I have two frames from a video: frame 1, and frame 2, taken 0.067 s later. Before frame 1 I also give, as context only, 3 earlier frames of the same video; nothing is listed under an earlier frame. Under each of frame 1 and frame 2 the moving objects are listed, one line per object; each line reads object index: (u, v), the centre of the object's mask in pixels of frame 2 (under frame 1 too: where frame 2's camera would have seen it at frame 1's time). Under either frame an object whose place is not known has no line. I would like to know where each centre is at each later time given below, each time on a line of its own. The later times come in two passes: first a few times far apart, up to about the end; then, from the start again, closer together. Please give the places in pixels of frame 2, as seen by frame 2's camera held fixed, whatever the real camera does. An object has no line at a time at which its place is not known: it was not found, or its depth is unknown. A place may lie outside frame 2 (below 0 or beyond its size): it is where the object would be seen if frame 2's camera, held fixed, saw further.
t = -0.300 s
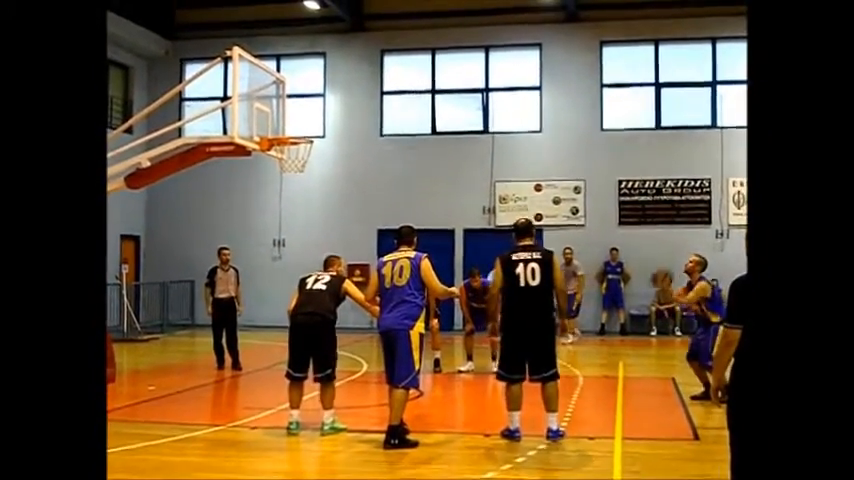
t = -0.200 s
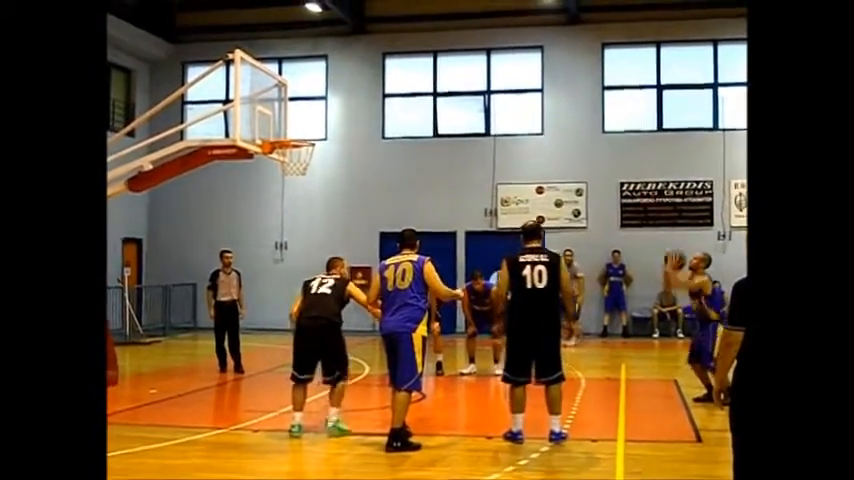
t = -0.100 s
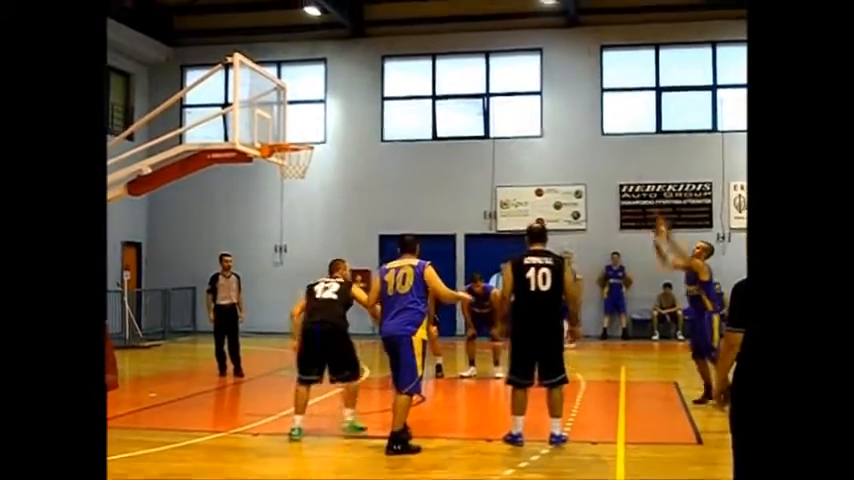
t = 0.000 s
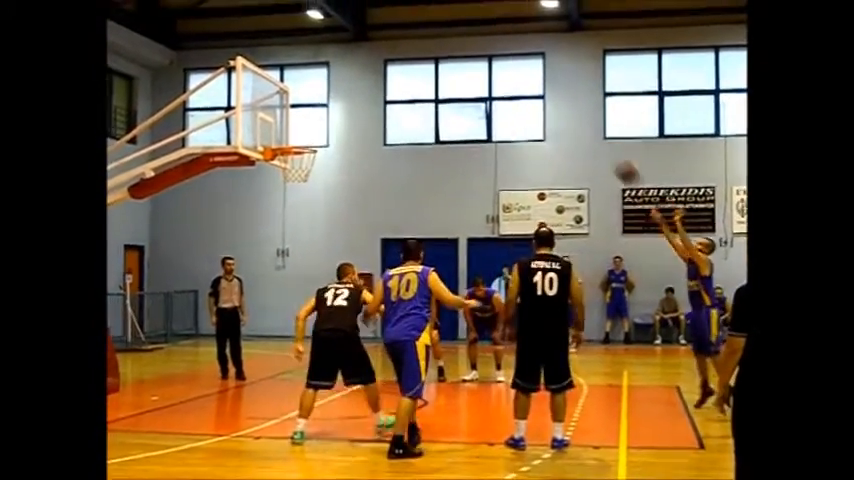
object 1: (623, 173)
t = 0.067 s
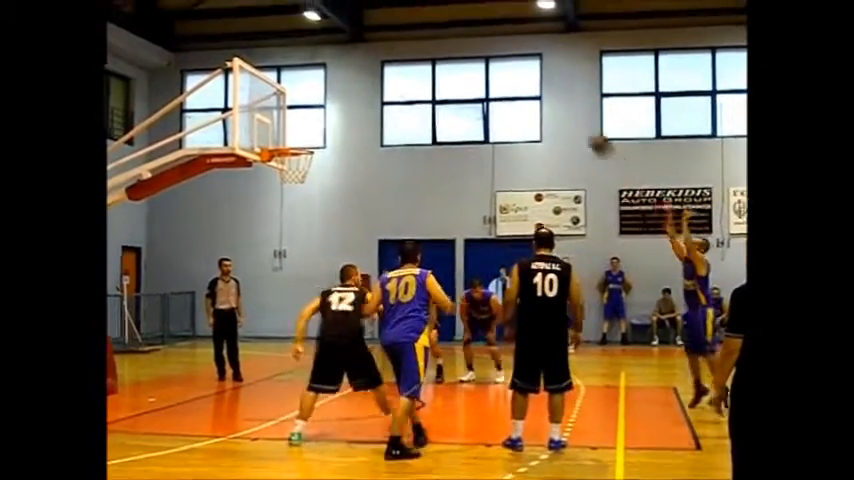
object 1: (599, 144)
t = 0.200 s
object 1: (551, 95)
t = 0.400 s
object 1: (484, 50)
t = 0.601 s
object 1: (420, 42)
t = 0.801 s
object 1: (356, 68)
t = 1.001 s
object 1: (295, 121)
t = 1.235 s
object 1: (321, 93)
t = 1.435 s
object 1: (368, 69)
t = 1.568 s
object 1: (401, 68)
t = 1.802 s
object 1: (456, 105)
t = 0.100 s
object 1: (587, 130)
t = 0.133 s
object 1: (576, 117)
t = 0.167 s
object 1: (563, 106)
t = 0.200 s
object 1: (551, 95)
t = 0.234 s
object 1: (541, 85)
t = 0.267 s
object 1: (528, 76)
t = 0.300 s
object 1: (517, 68)
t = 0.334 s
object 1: (505, 60)
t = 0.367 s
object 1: (495, 55)
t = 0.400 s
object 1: (484, 50)
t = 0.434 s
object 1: (474, 47)
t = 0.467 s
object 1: (461, 45)
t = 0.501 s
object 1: (452, 43)
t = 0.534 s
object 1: (440, 41)
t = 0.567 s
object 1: (430, 41)
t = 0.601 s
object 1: (420, 42)
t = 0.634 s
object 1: (408, 43)
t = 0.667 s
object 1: (399, 45)
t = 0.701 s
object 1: (388, 48)
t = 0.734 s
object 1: (379, 53)
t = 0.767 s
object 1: (368, 60)
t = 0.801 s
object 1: (356, 68)
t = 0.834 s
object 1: (346, 74)
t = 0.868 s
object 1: (336, 81)
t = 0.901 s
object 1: (327, 90)
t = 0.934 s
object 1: (315, 99)
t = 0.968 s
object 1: (306, 111)
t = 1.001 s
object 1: (295, 121)
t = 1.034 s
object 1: (285, 134)
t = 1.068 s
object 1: (280, 139)
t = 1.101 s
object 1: (288, 129)
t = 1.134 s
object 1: (297, 119)
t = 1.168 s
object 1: (305, 110)
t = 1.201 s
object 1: (313, 101)
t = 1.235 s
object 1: (321, 93)
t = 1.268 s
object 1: (330, 88)
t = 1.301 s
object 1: (338, 82)
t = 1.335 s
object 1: (346, 77)
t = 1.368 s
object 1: (353, 74)
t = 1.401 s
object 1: (362, 70)
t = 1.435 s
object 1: (368, 69)
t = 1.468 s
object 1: (377, 66)
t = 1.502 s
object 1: (386, 66)
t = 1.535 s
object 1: (393, 66)
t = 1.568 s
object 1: (401, 68)
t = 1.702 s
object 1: (433, 84)
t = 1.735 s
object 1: (440, 90)
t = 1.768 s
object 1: (448, 97)
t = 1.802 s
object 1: (456, 105)
